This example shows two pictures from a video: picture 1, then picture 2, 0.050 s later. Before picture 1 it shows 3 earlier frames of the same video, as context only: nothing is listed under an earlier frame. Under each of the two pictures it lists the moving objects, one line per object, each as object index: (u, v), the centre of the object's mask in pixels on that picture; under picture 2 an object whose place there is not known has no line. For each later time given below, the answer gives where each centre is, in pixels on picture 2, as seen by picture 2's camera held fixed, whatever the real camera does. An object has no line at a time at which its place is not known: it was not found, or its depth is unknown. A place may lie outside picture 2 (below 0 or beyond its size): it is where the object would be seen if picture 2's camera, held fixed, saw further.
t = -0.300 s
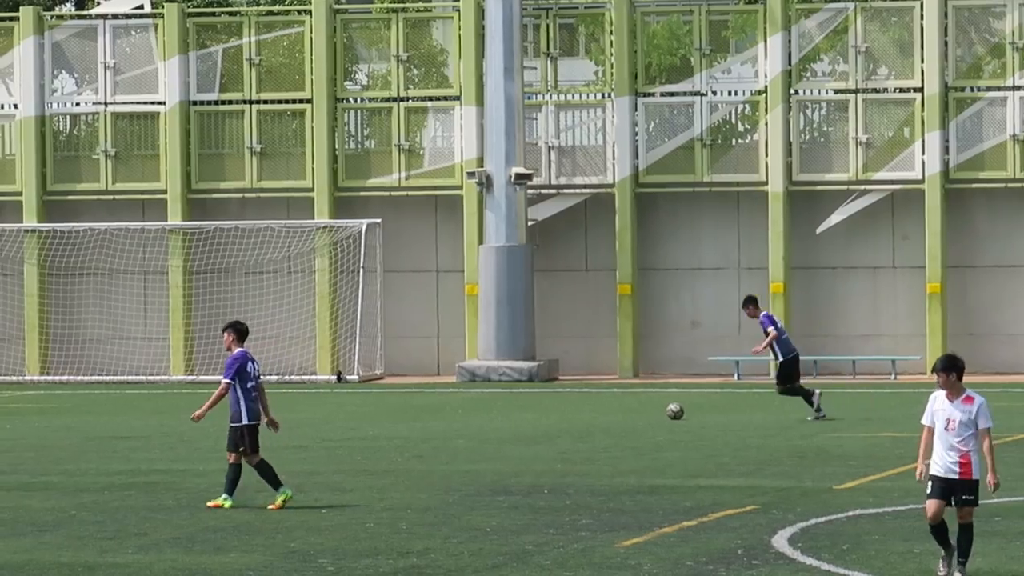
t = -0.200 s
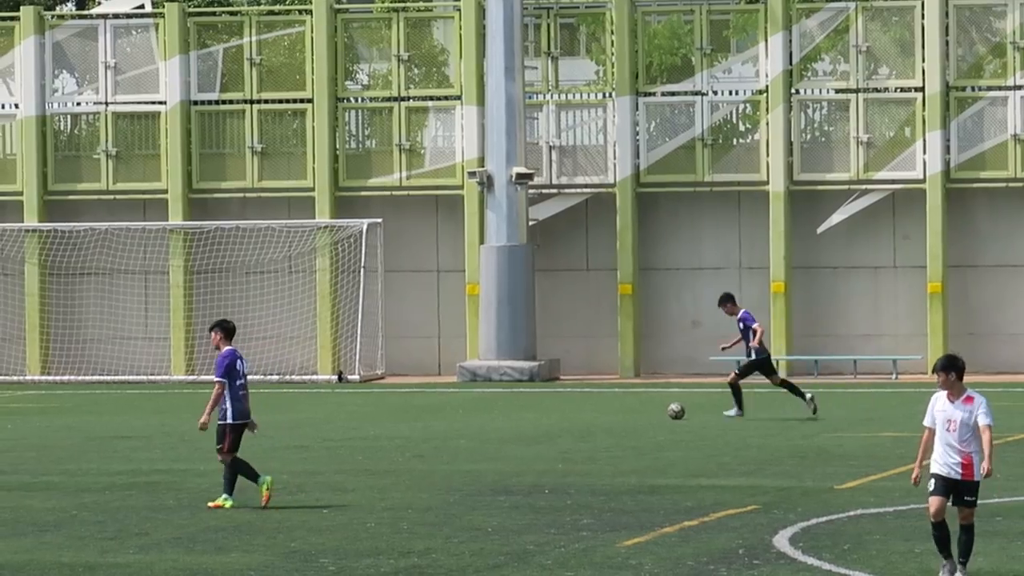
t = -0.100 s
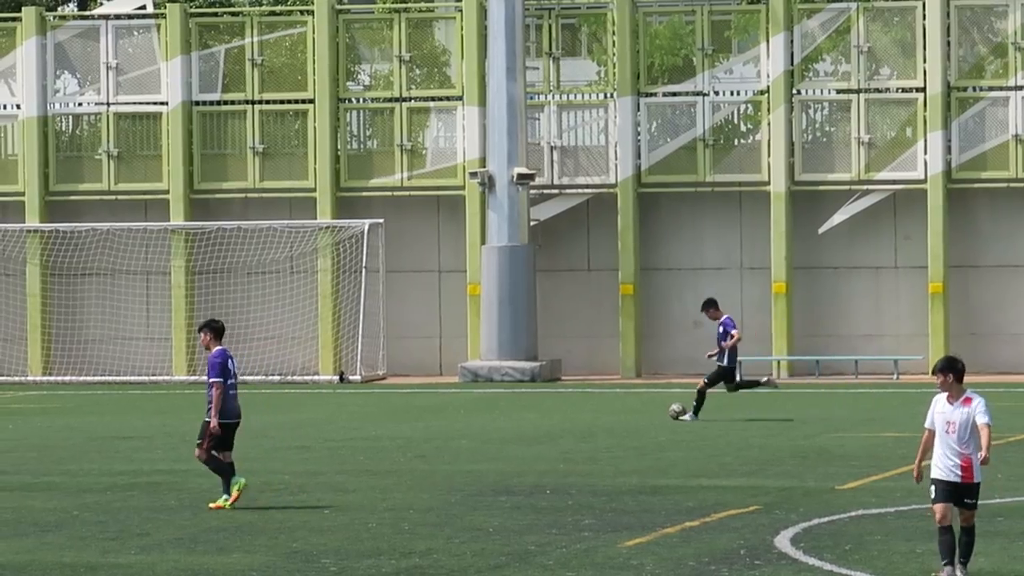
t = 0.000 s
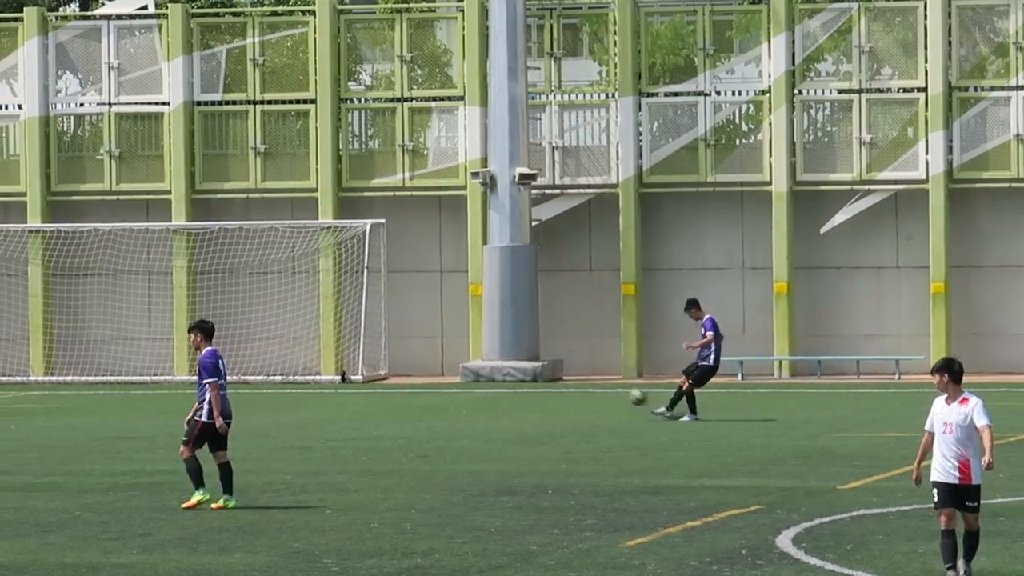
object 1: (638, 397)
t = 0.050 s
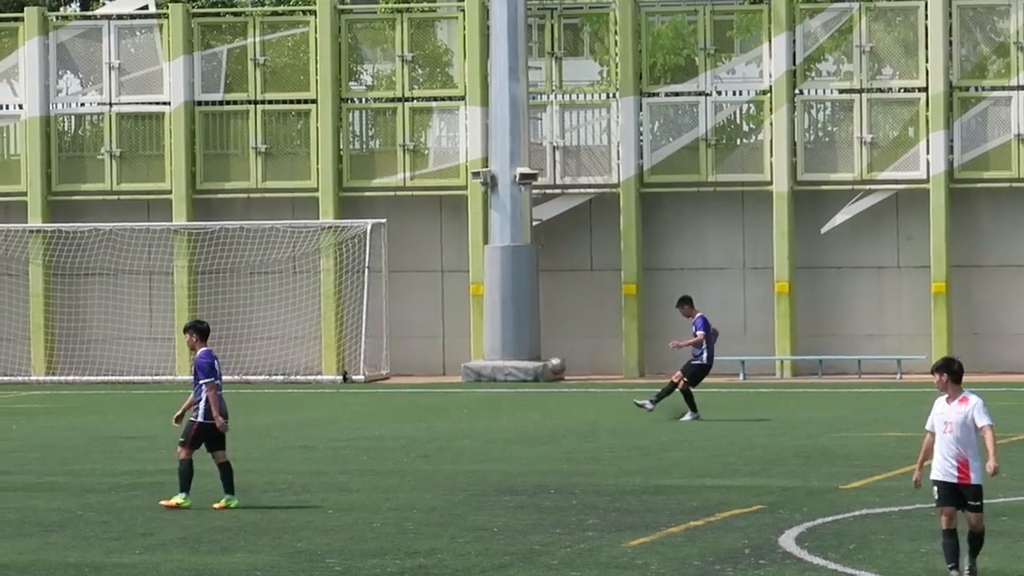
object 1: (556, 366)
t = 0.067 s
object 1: (524, 357)
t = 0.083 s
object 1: (500, 347)
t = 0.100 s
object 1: (476, 337)
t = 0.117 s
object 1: (449, 328)
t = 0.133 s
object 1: (427, 318)
